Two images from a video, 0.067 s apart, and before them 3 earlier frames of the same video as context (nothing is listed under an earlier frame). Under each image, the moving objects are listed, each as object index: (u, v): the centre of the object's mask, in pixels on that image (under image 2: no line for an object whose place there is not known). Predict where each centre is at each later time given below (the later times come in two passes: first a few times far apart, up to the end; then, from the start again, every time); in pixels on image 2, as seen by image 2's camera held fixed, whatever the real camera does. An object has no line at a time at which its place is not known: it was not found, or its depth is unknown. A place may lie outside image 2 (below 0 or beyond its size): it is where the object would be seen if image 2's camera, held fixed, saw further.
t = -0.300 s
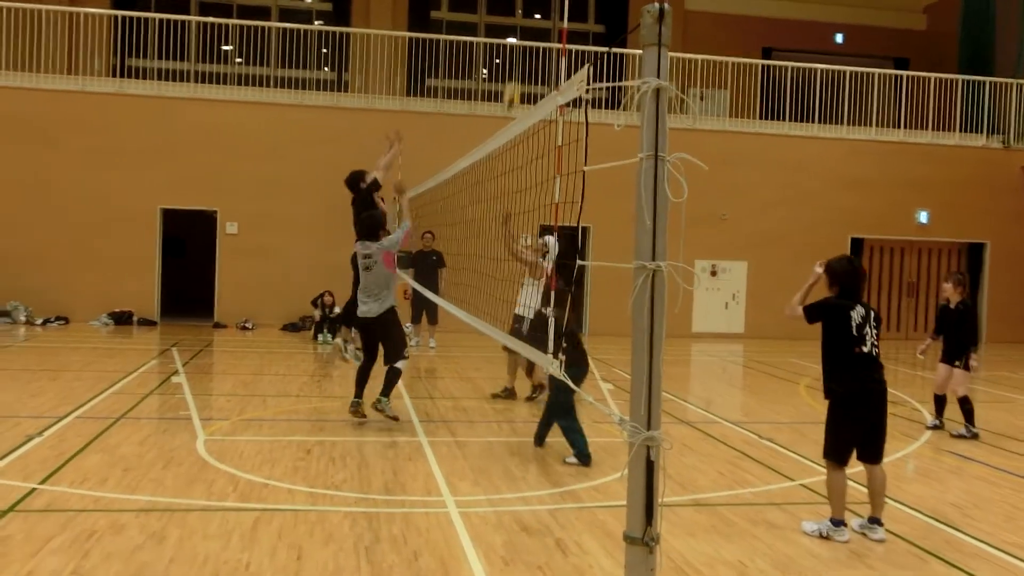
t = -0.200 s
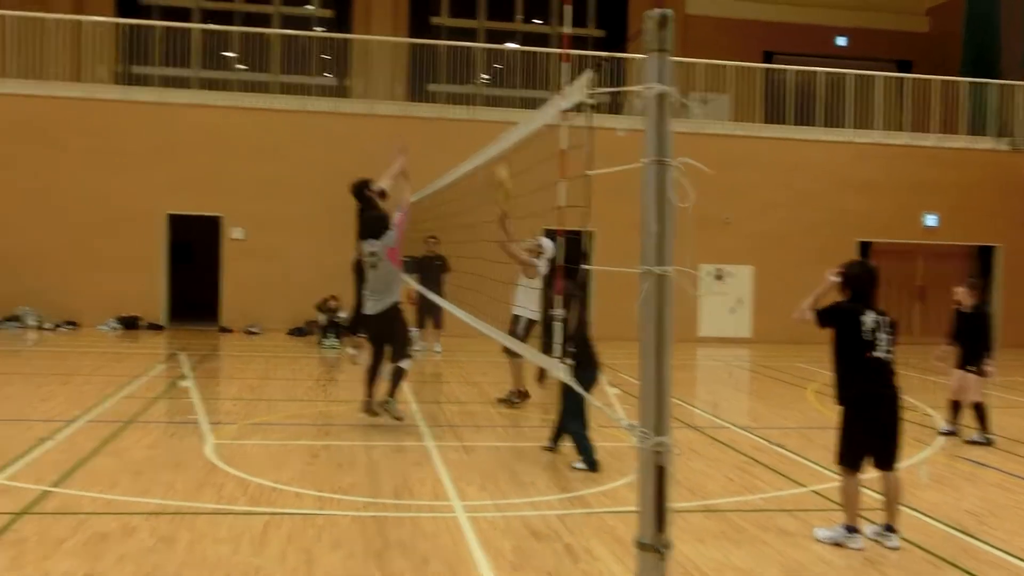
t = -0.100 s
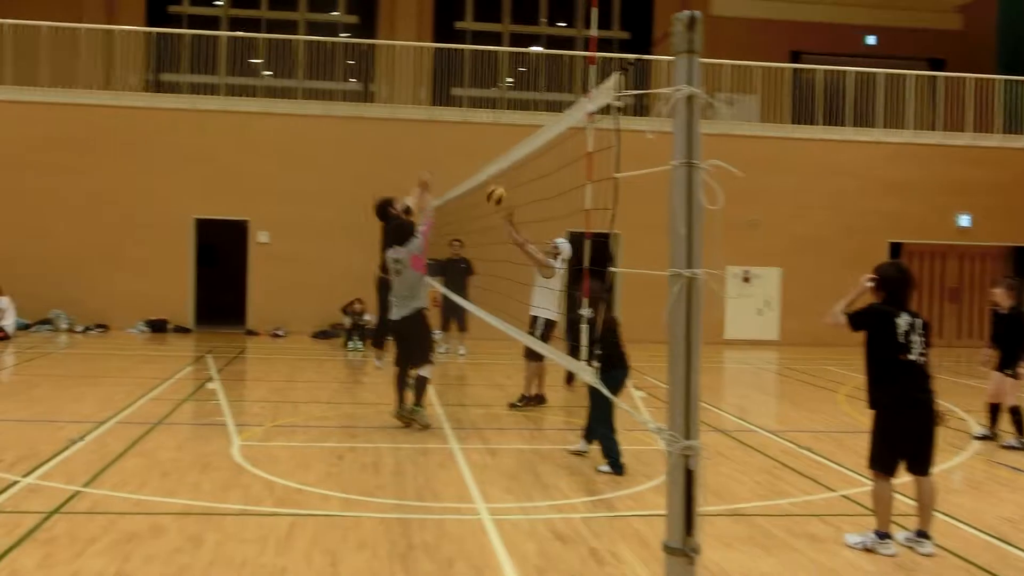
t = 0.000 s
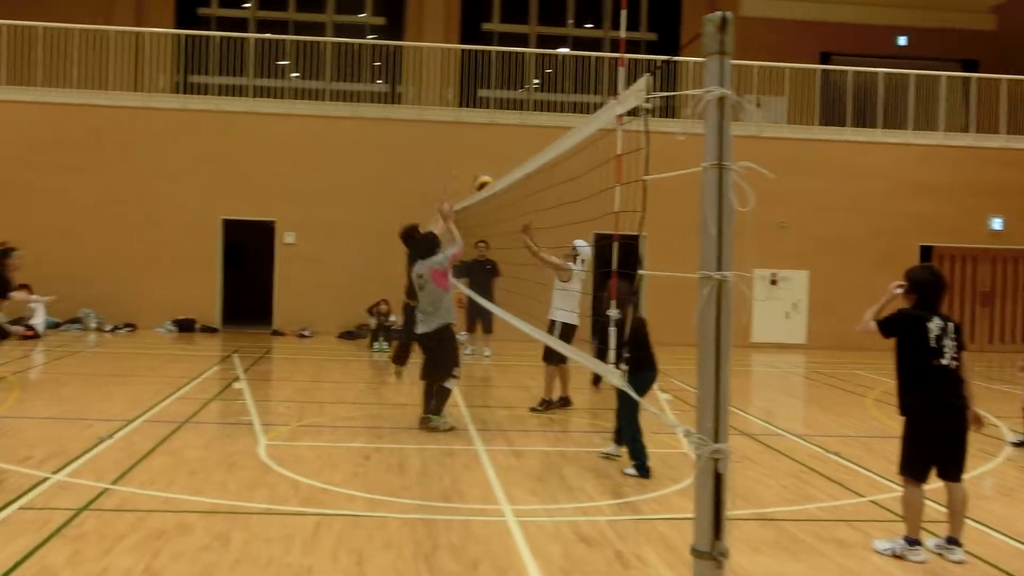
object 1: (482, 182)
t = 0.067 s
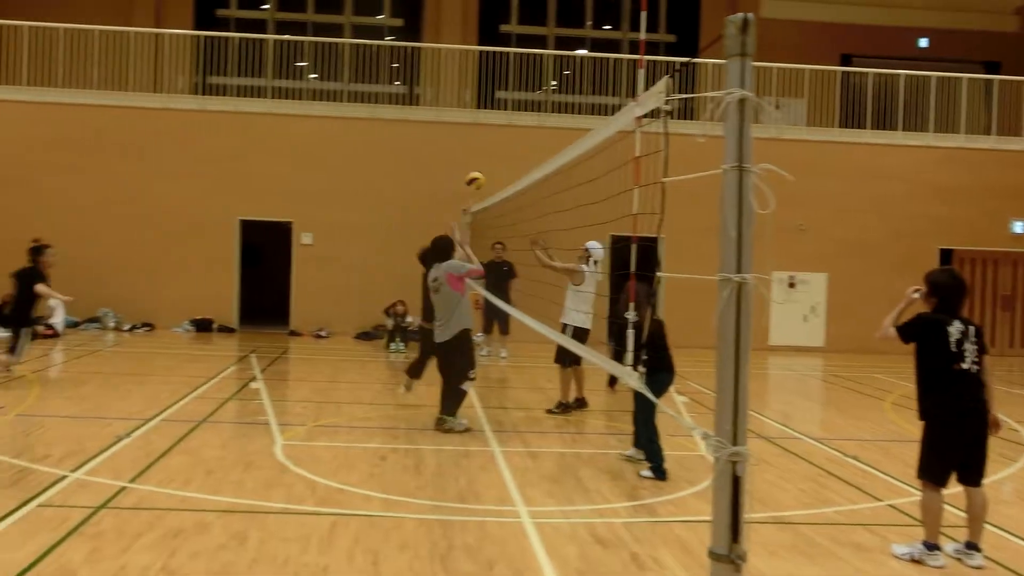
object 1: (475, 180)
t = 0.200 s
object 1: (427, 183)
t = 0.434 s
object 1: (348, 223)
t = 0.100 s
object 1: (462, 179)
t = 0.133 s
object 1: (450, 179)
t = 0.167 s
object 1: (438, 181)
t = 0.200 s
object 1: (427, 183)
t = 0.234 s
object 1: (415, 185)
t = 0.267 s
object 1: (404, 190)
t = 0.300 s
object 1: (392, 195)
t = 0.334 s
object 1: (381, 200)
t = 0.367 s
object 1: (370, 206)
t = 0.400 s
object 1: (359, 215)
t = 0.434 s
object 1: (348, 223)
